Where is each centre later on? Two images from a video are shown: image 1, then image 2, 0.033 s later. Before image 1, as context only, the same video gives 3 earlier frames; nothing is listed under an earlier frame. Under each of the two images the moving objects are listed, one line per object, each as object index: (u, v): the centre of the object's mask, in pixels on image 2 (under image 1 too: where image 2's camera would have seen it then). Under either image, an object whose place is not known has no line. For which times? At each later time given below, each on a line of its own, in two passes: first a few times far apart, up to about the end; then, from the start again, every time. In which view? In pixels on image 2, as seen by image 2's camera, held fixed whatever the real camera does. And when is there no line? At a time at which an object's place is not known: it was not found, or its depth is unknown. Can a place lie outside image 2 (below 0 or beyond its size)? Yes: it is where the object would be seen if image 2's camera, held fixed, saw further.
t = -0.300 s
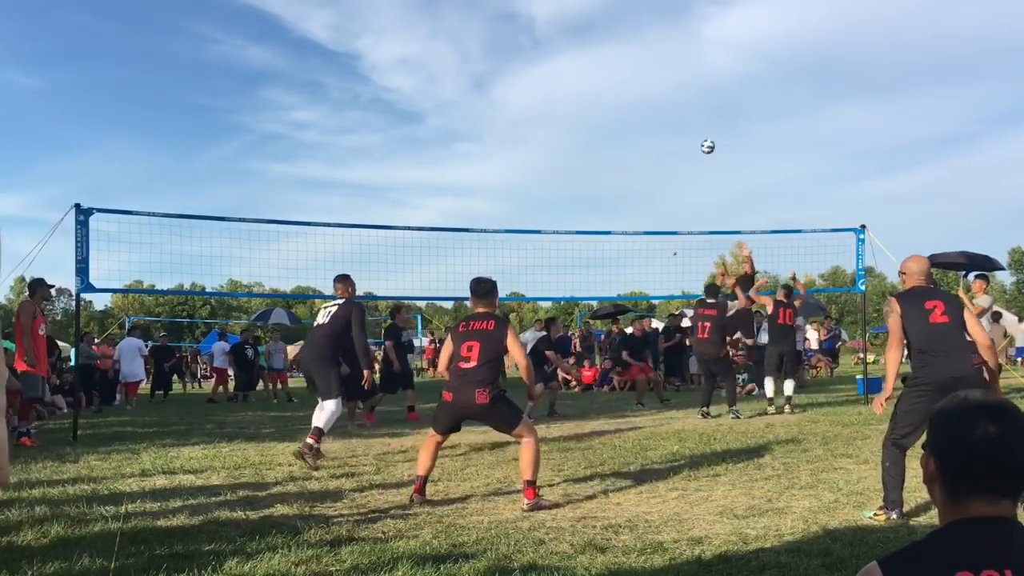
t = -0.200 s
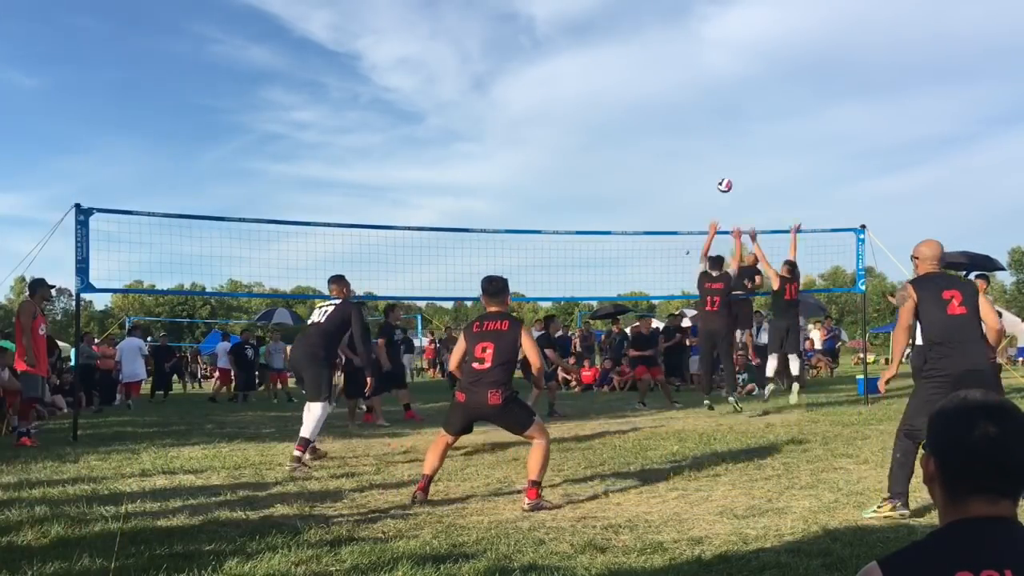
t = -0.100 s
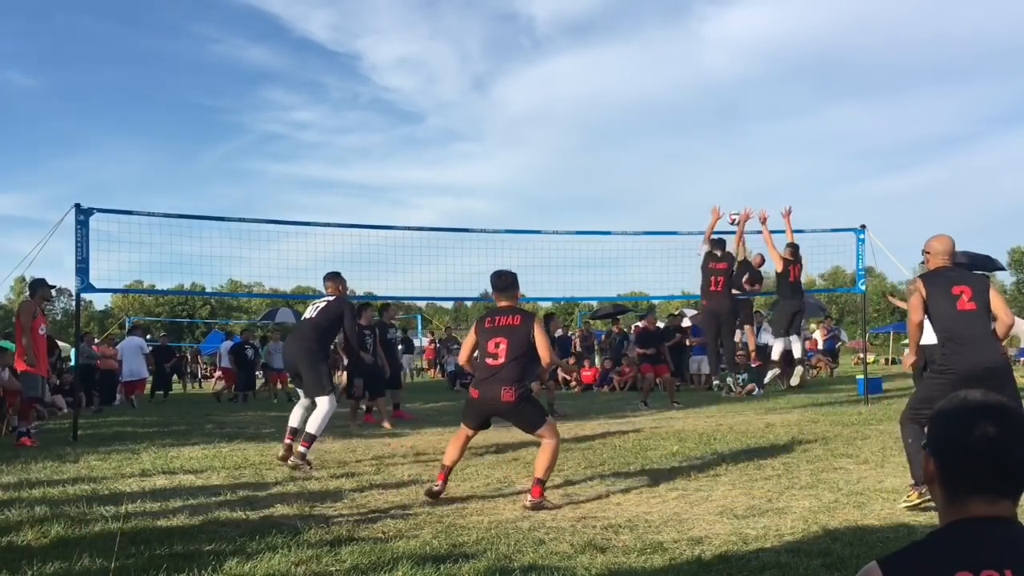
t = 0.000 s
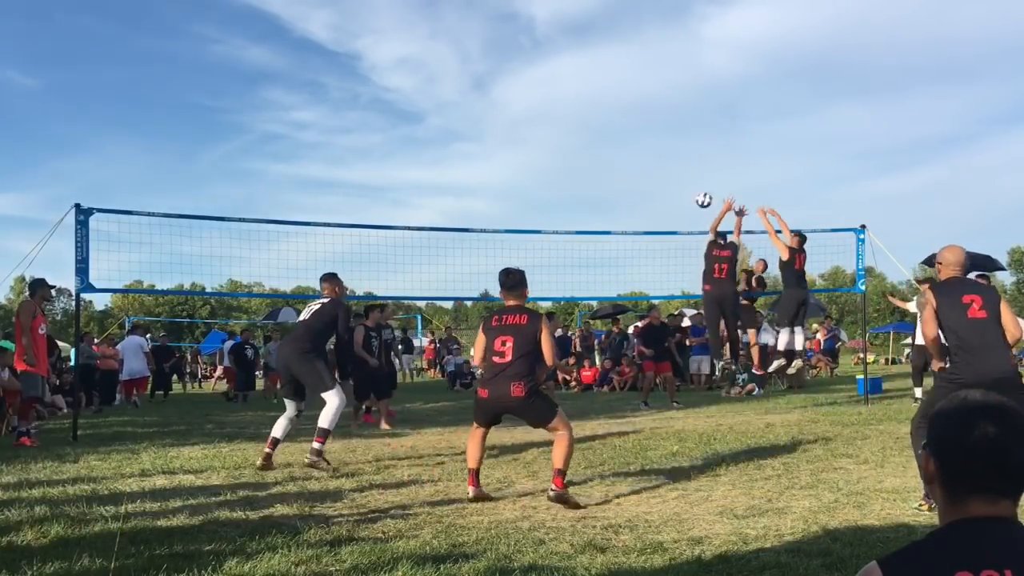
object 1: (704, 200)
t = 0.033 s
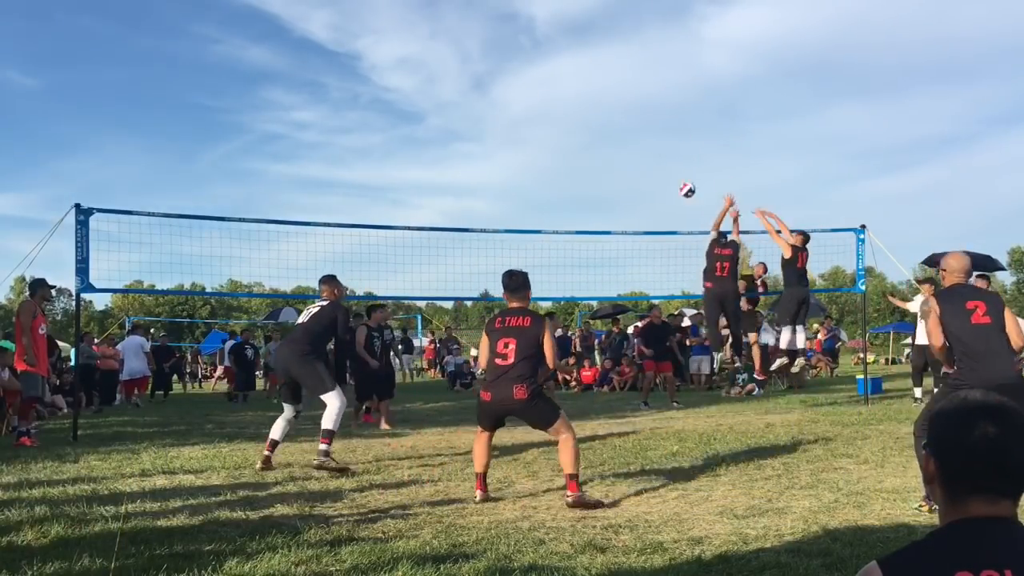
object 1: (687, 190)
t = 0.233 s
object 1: (595, 147)
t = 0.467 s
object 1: (500, 136)
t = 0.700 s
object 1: (416, 162)
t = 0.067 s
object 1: (671, 181)
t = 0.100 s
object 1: (655, 172)
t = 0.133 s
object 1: (640, 164)
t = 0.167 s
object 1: (624, 158)
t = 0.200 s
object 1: (610, 152)
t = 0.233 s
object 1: (595, 147)
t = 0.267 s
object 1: (581, 143)
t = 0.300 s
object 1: (566, 140)
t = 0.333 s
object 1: (552, 138)
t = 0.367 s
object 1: (539, 136)
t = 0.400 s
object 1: (525, 135)
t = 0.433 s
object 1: (512, 136)
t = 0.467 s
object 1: (500, 136)
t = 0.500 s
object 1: (487, 138)
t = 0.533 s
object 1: (475, 140)
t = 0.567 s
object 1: (463, 143)
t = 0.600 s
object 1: (450, 147)
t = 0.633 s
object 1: (439, 151)
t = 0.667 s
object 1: (427, 156)
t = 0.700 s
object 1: (416, 162)
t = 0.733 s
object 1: (405, 168)
